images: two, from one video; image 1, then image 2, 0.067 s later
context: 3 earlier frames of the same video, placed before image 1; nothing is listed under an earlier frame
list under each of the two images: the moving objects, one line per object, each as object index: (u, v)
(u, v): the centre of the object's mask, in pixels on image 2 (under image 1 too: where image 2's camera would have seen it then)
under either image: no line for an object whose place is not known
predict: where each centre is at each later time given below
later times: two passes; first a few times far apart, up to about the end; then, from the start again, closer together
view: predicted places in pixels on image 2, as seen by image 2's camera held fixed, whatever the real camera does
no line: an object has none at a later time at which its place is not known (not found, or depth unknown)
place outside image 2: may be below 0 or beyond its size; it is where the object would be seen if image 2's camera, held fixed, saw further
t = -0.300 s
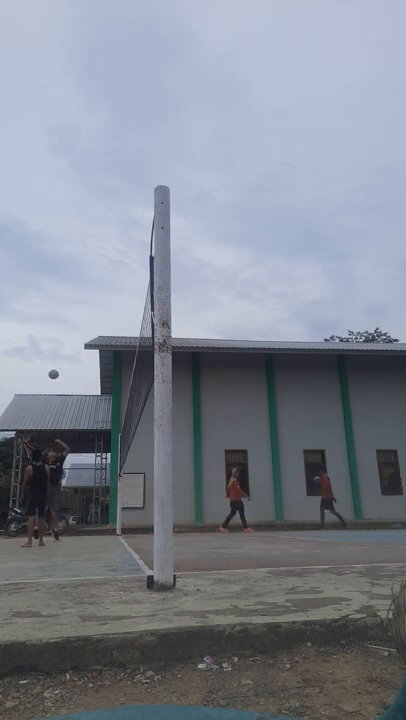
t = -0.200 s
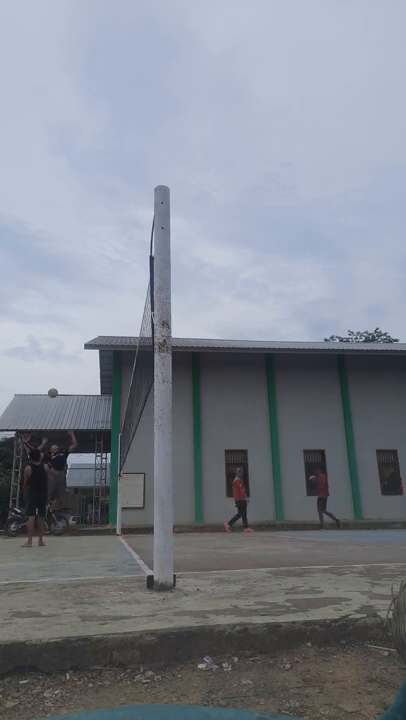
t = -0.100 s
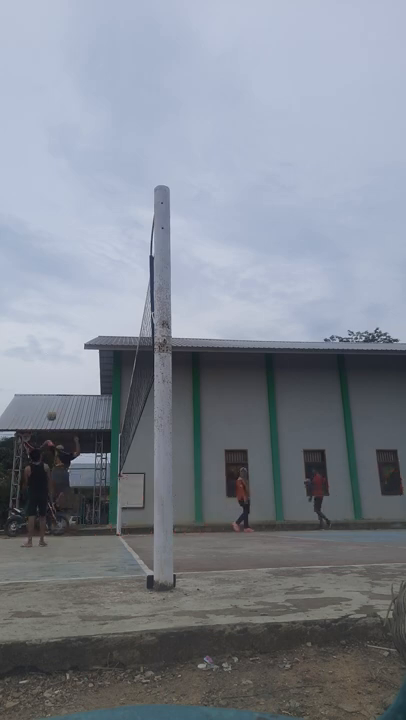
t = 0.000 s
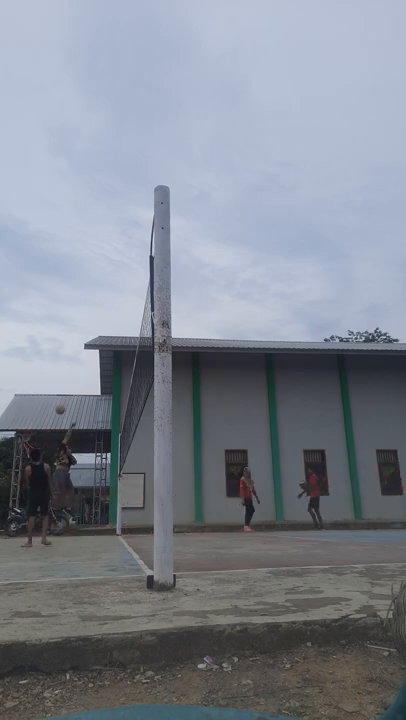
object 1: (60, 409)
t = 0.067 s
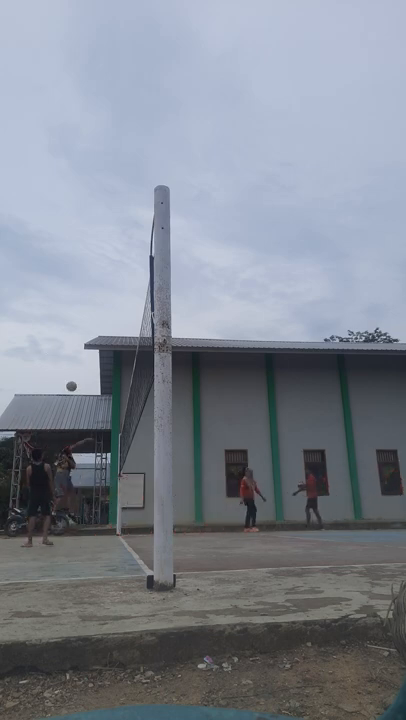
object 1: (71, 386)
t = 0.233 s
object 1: (98, 333)
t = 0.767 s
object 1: (197, 210)
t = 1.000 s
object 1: (268, 188)
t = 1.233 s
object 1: (395, 219)
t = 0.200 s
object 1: (91, 341)
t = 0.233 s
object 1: (98, 333)
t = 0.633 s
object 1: (172, 234)
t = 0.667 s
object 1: (176, 227)
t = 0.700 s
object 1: (182, 221)
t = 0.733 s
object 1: (189, 215)
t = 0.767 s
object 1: (197, 210)
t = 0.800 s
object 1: (206, 205)
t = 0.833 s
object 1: (214, 201)
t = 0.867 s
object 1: (224, 197)
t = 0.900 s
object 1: (234, 194)
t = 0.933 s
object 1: (244, 191)
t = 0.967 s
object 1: (256, 189)
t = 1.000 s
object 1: (268, 188)
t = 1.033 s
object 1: (282, 188)
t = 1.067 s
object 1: (297, 189)
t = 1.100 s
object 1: (313, 192)
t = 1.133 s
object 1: (331, 195)
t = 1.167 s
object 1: (351, 201)
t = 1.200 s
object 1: (374, 209)
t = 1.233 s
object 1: (395, 219)
